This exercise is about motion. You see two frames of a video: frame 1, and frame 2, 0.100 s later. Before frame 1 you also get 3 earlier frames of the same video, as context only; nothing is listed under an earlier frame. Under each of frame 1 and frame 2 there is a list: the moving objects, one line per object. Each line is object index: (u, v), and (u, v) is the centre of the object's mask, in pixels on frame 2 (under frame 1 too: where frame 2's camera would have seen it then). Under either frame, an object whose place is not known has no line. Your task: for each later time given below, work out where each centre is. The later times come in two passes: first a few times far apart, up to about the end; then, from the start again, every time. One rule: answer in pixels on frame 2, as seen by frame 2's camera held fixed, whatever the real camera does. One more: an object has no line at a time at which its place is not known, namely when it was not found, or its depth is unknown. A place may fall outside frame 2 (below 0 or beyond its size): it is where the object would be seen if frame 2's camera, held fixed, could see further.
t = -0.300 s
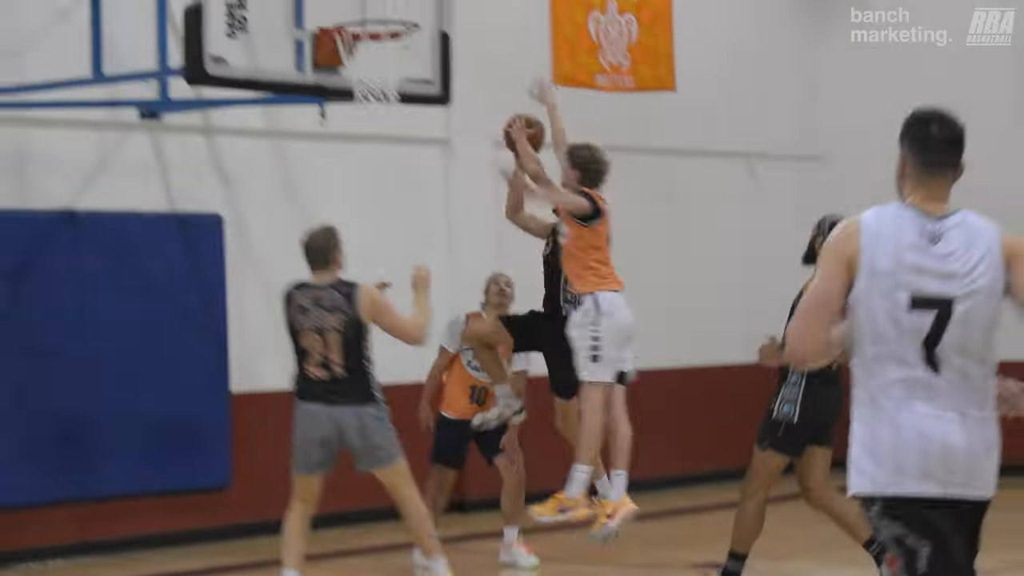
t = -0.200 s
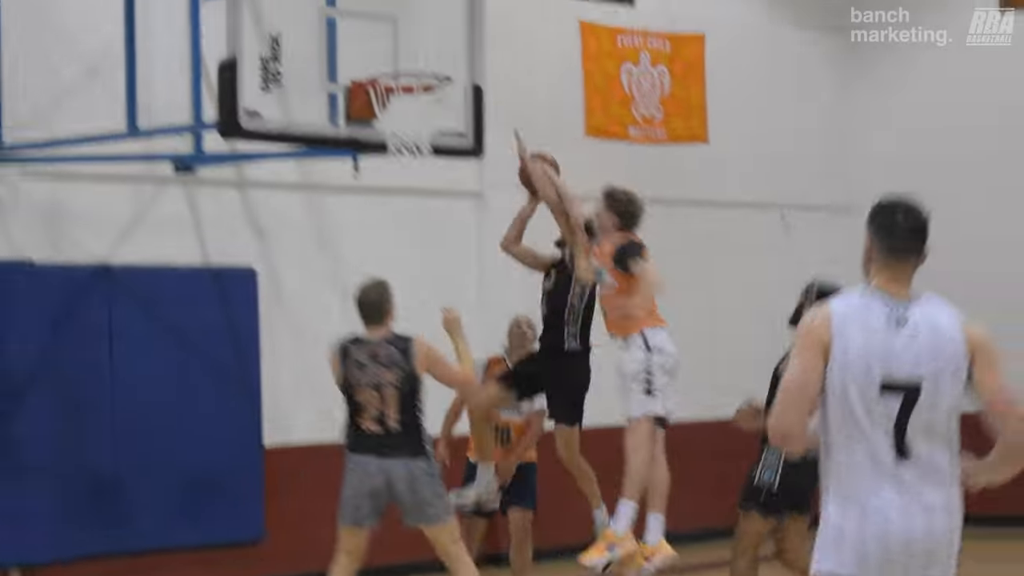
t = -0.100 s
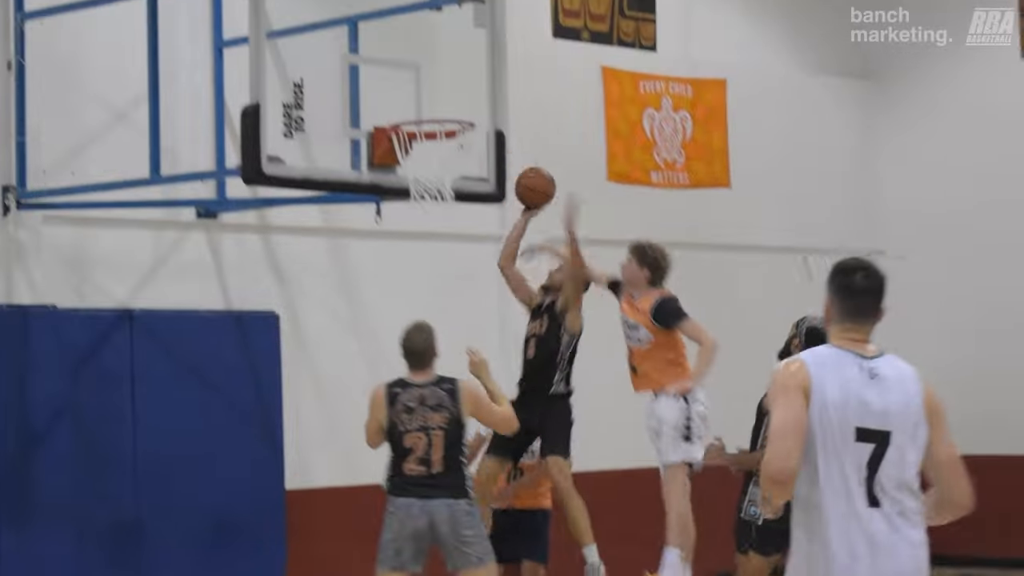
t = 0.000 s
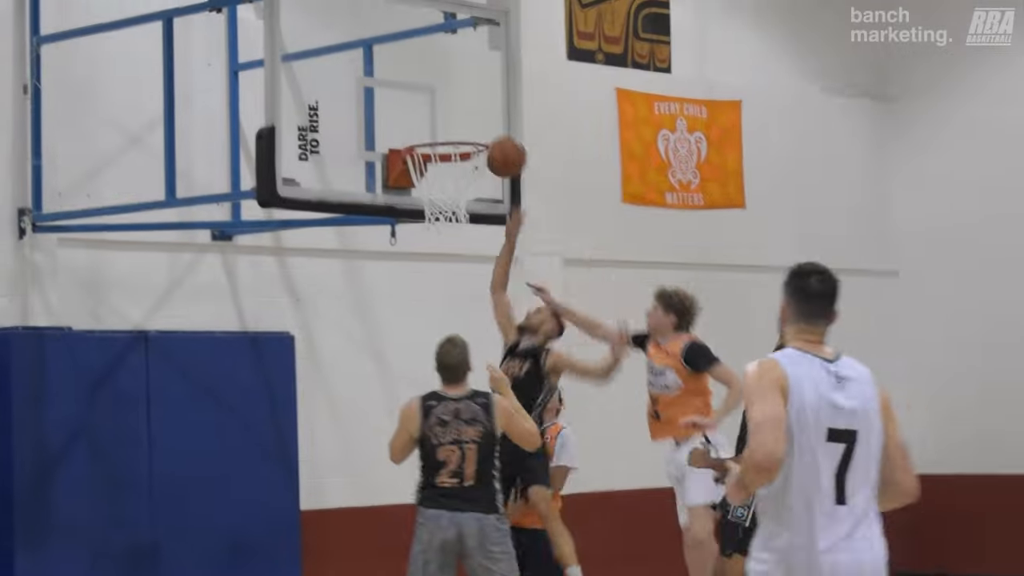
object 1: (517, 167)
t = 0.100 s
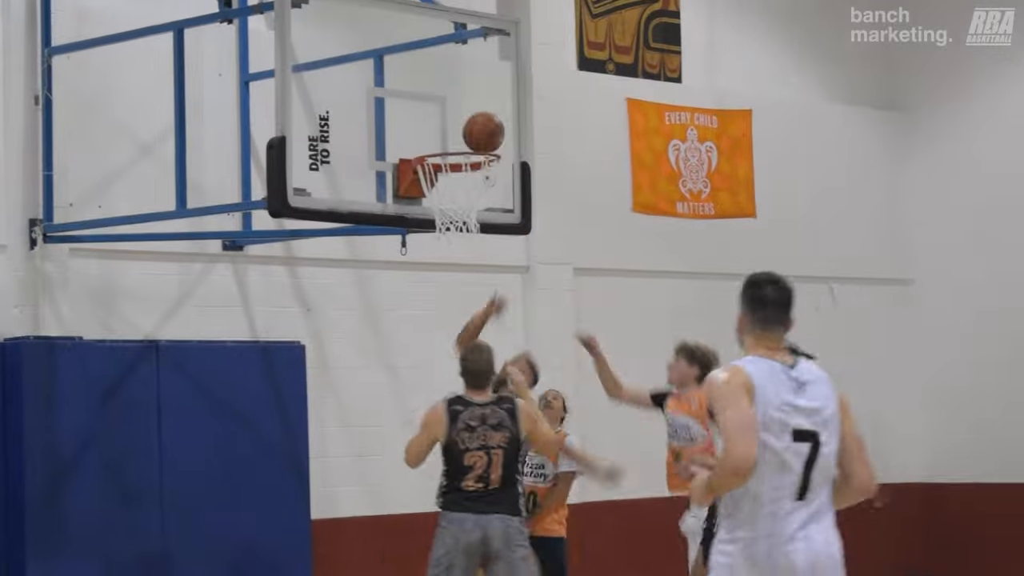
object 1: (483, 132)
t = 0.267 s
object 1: (474, 130)
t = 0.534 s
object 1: (465, 201)
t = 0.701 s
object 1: (460, 247)
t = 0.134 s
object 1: (481, 128)
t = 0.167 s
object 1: (479, 126)
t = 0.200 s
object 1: (477, 125)
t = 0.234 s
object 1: (476, 127)
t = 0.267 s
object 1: (474, 130)
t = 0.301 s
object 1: (473, 135)
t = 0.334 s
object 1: (471, 139)
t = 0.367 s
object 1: (470, 151)
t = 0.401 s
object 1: (469, 163)
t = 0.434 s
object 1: (468, 177)
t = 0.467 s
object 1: (466, 188)
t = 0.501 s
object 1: (466, 195)
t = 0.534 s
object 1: (465, 201)
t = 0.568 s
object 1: (464, 206)
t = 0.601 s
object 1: (463, 213)
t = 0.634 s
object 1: (462, 223)
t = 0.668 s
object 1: (461, 234)
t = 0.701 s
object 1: (460, 247)
